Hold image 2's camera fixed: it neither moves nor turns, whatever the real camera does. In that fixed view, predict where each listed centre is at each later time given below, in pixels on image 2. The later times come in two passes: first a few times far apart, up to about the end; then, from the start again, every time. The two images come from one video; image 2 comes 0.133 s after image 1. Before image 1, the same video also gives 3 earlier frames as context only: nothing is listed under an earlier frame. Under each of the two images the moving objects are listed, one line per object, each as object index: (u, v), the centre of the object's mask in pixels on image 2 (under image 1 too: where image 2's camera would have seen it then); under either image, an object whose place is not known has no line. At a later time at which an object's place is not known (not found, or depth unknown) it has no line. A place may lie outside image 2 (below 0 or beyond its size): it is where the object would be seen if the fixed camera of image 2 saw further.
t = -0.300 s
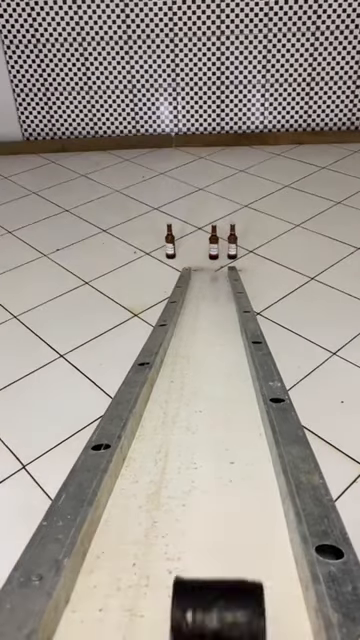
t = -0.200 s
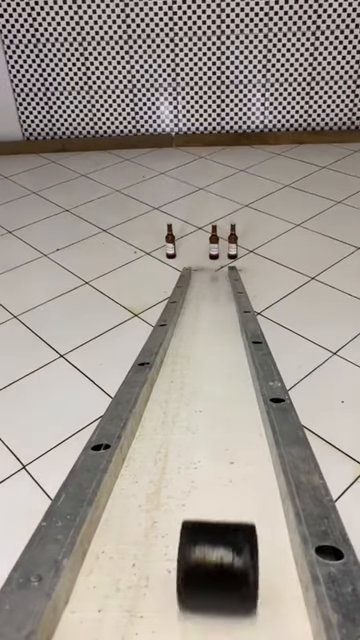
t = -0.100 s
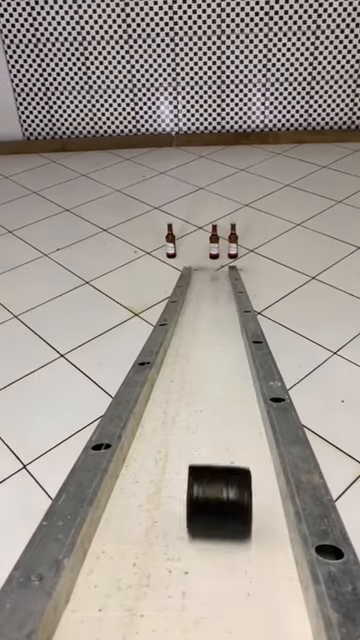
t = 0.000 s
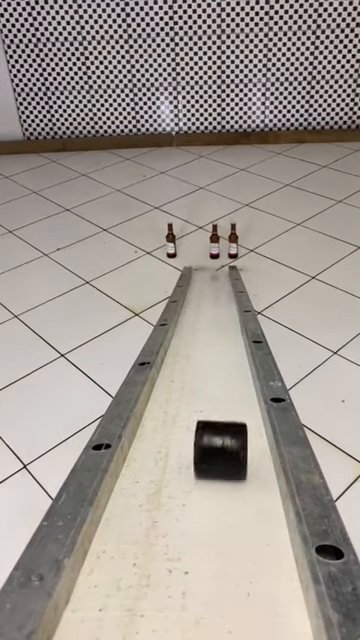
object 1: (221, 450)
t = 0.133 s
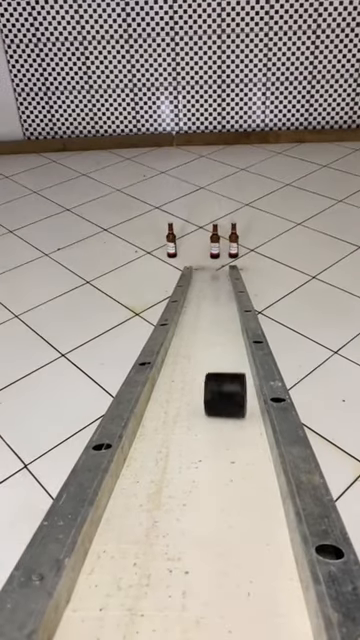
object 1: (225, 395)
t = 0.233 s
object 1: (230, 365)
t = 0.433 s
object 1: (229, 321)
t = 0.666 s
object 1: (219, 290)
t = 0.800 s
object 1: (210, 277)
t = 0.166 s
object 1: (227, 384)
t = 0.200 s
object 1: (228, 373)
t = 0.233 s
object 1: (230, 365)
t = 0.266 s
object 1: (232, 356)
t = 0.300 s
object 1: (233, 348)
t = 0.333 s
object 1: (234, 340)
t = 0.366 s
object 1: (233, 333)
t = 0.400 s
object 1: (231, 326)
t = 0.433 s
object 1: (229, 321)
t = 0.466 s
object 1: (228, 316)
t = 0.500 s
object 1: (227, 310)
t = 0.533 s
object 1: (225, 306)
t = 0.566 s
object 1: (223, 301)
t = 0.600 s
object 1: (222, 297)
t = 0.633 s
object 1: (220, 294)
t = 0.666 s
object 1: (219, 290)
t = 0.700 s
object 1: (217, 286)
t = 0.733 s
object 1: (215, 283)
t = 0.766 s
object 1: (212, 279)
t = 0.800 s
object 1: (210, 277)
